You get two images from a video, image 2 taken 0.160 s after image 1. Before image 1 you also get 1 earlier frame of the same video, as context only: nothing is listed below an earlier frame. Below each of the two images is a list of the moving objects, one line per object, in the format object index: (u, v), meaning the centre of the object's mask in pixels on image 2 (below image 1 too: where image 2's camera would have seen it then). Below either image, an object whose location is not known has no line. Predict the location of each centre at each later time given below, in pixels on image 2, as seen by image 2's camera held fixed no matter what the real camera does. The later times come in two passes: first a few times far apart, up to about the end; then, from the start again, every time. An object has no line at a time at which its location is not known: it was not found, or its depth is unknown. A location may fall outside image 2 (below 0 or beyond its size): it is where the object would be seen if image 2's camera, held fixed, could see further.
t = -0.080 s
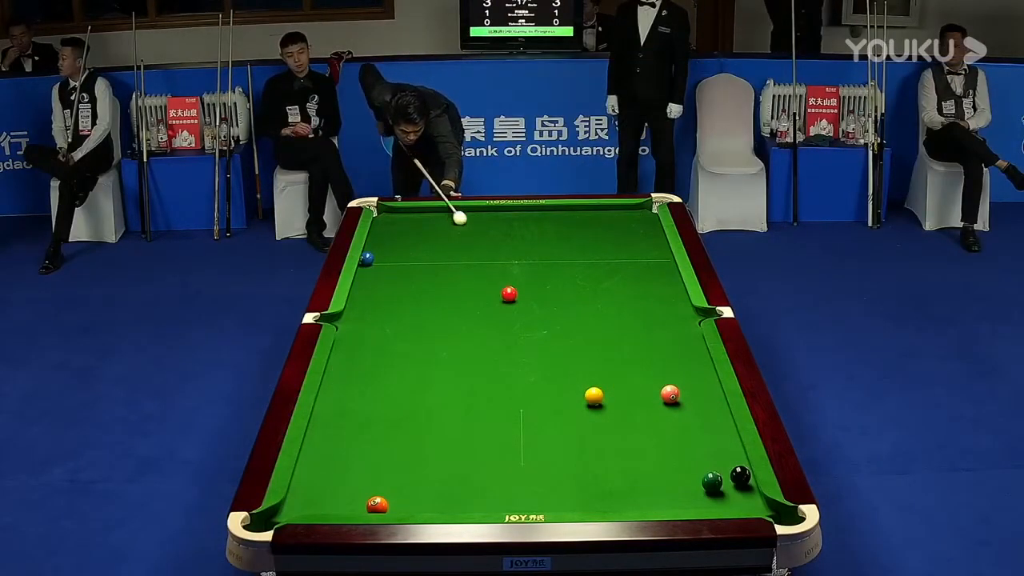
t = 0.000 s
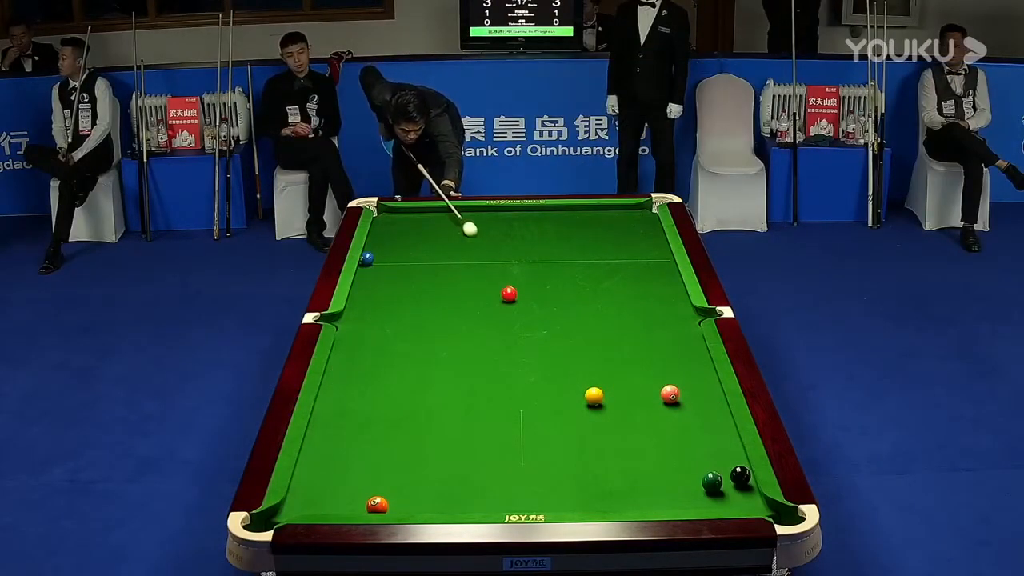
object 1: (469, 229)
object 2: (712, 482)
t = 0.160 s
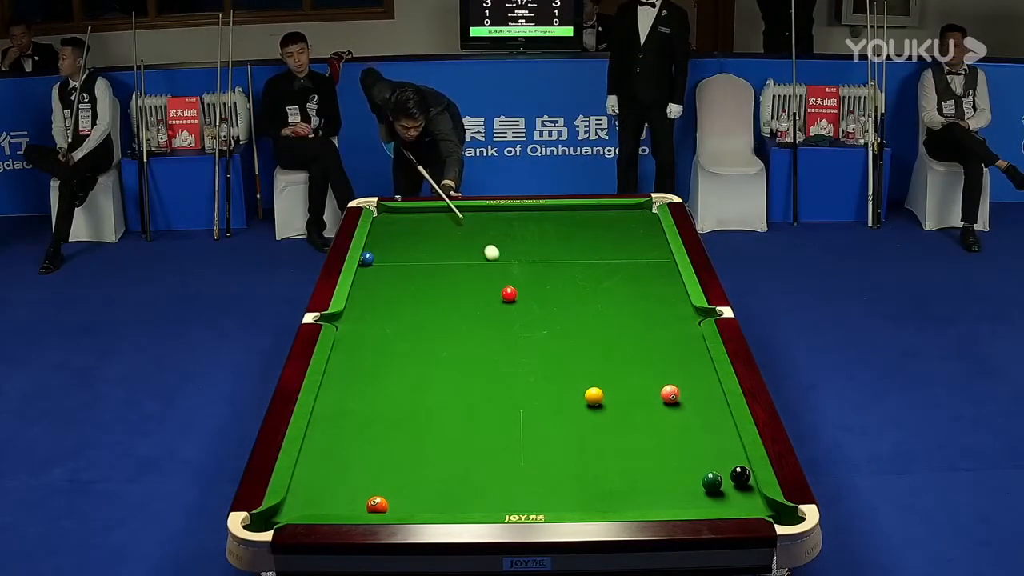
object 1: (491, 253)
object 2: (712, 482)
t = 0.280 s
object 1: (509, 272)
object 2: (712, 482)
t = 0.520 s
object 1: (550, 317)
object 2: (712, 482)
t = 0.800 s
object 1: (608, 381)
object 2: (712, 482)
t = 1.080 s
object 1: (680, 459)
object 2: (712, 482)
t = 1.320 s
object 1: (670, 502)
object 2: (767, 508)
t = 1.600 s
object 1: (631, 474)
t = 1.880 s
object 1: (595, 444)
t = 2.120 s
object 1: (568, 421)
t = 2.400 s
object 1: (539, 397)
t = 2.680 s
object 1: (513, 376)
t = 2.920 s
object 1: (493, 360)
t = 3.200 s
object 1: (472, 342)
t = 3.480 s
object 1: (452, 327)
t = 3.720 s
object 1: (438, 315)
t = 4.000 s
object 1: (422, 302)
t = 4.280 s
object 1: (408, 291)
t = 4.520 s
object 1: (396, 282)
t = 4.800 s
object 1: (384, 272)
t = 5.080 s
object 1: (374, 264)
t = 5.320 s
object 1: (372, 262)
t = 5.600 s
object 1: (371, 260)
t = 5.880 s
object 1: (370, 260)
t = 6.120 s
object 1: (370, 260)
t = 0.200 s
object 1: (497, 259)
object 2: (712, 482)
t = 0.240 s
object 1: (503, 266)
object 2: (712, 482)
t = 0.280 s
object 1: (509, 272)
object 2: (712, 482)
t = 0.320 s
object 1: (516, 279)
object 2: (712, 482)
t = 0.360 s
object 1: (522, 286)
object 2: (712, 482)
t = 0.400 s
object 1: (529, 294)
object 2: (712, 482)
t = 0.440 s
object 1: (536, 301)
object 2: (712, 482)
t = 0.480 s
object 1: (543, 309)
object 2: (712, 482)
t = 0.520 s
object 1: (550, 317)
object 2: (712, 482)
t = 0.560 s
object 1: (558, 325)
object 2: (712, 482)
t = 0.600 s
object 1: (566, 334)
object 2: (712, 482)
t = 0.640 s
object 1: (574, 343)
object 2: (712, 482)
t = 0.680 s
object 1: (582, 352)
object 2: (712, 482)
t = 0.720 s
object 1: (590, 361)
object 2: (712, 482)
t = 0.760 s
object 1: (599, 370)
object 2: (712, 482)
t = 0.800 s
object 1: (608, 381)
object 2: (712, 482)
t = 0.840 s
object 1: (618, 391)
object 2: (712, 482)
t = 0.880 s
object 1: (627, 401)
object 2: (712, 482)
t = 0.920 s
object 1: (637, 412)
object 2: (712, 482)
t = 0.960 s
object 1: (647, 423)
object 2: (712, 482)
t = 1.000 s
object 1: (658, 435)
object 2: (712, 482)
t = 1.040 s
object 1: (669, 446)
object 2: (712, 482)
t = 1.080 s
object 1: (680, 459)
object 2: (712, 482)
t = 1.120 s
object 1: (691, 471)
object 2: (713, 482)
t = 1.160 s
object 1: (690, 480)
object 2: (726, 488)
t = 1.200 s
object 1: (683, 485)
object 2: (744, 494)
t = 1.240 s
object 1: (678, 491)
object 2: (757, 502)
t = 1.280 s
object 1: (674, 498)
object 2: (759, 506)
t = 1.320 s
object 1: (670, 502)
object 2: (767, 508)
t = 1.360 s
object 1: (666, 501)
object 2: (770, 509)
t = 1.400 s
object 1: (659, 498)
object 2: (773, 515)
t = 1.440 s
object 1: (653, 492)
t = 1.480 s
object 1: (647, 487)
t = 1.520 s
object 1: (642, 483)
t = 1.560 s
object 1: (636, 478)
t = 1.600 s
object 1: (631, 474)
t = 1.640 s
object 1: (625, 469)
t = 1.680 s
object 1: (620, 465)
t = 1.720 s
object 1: (615, 460)
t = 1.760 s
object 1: (610, 456)
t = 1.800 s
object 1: (605, 452)
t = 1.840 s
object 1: (600, 448)
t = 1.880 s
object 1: (595, 444)
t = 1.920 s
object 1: (590, 440)
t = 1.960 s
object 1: (586, 436)
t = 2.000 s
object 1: (581, 432)
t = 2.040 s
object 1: (577, 429)
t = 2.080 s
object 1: (572, 425)
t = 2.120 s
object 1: (568, 421)
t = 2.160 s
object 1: (564, 417)
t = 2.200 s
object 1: (559, 414)
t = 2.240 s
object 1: (555, 410)
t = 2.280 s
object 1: (551, 407)
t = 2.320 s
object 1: (547, 404)
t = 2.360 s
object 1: (543, 400)
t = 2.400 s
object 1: (539, 397)
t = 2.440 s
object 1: (535, 394)
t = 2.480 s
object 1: (532, 391)
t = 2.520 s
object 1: (528, 388)
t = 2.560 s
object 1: (524, 385)
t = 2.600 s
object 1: (520, 382)
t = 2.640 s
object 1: (517, 379)
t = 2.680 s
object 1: (513, 376)
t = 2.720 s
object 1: (510, 373)
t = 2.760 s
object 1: (506, 370)
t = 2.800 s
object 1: (503, 367)
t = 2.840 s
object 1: (500, 365)
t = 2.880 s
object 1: (496, 362)
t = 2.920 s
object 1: (493, 360)
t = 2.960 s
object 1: (490, 357)
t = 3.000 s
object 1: (487, 355)
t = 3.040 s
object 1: (484, 352)
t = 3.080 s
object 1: (481, 349)
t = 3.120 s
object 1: (478, 347)
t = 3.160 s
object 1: (475, 345)
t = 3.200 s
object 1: (472, 342)
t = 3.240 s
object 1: (469, 340)
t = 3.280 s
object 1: (466, 338)
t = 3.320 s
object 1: (463, 336)
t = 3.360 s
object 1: (461, 333)
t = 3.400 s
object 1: (458, 331)
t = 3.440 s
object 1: (455, 329)
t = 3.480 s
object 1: (452, 327)
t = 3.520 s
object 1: (450, 325)
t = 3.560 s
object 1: (448, 323)
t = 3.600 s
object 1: (445, 321)
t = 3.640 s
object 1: (443, 319)
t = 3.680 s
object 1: (440, 317)
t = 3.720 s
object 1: (438, 315)
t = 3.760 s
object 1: (435, 313)
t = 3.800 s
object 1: (433, 311)
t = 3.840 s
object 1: (431, 309)
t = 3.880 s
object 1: (428, 308)
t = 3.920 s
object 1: (426, 306)
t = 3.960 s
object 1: (424, 304)
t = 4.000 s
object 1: (422, 302)
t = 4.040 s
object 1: (420, 301)
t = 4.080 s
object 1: (417, 299)
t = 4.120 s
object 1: (415, 297)
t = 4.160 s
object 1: (413, 296)
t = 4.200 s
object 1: (411, 294)
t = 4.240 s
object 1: (409, 292)
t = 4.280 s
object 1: (408, 291)
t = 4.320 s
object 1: (406, 289)
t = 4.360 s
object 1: (404, 288)
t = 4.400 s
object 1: (402, 286)
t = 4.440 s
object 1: (400, 285)
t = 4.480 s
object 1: (398, 283)
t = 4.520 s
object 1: (396, 282)
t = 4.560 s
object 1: (395, 280)
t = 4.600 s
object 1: (393, 279)
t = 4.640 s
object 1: (391, 278)
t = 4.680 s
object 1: (389, 276)
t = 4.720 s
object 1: (388, 275)
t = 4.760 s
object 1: (386, 274)
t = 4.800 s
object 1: (384, 272)
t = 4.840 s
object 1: (383, 271)
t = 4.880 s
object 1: (381, 270)
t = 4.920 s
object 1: (380, 269)
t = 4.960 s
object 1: (378, 267)
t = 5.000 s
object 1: (376, 266)
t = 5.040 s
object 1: (375, 265)
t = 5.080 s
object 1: (374, 264)
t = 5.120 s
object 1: (372, 263)
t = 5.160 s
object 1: (372, 263)
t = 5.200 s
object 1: (372, 262)
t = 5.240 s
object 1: (372, 262)
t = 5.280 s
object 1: (372, 262)
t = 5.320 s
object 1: (372, 262)
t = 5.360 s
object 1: (372, 261)
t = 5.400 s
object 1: (372, 261)
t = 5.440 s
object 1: (371, 261)
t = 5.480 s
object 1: (371, 261)
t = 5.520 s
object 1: (371, 261)
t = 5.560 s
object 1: (371, 261)
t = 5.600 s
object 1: (371, 260)
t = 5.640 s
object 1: (371, 261)
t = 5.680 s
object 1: (371, 260)
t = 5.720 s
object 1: (370, 260)
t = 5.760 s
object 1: (370, 260)
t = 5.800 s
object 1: (370, 260)
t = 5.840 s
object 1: (370, 260)
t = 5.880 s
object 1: (370, 260)
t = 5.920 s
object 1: (370, 260)
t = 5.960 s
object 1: (370, 260)
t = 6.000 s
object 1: (370, 260)
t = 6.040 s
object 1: (370, 260)
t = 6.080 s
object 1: (370, 260)
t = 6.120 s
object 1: (370, 260)
